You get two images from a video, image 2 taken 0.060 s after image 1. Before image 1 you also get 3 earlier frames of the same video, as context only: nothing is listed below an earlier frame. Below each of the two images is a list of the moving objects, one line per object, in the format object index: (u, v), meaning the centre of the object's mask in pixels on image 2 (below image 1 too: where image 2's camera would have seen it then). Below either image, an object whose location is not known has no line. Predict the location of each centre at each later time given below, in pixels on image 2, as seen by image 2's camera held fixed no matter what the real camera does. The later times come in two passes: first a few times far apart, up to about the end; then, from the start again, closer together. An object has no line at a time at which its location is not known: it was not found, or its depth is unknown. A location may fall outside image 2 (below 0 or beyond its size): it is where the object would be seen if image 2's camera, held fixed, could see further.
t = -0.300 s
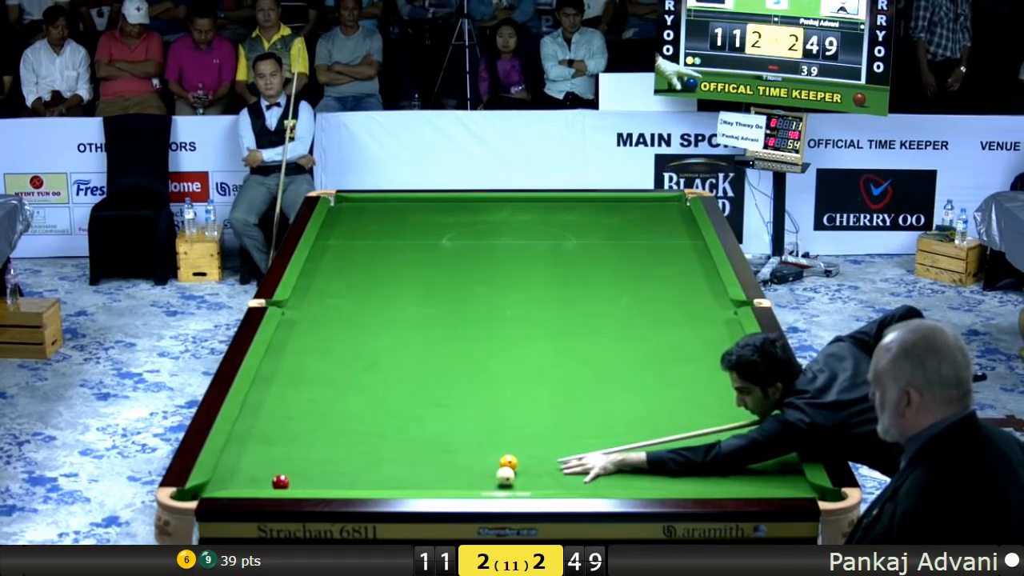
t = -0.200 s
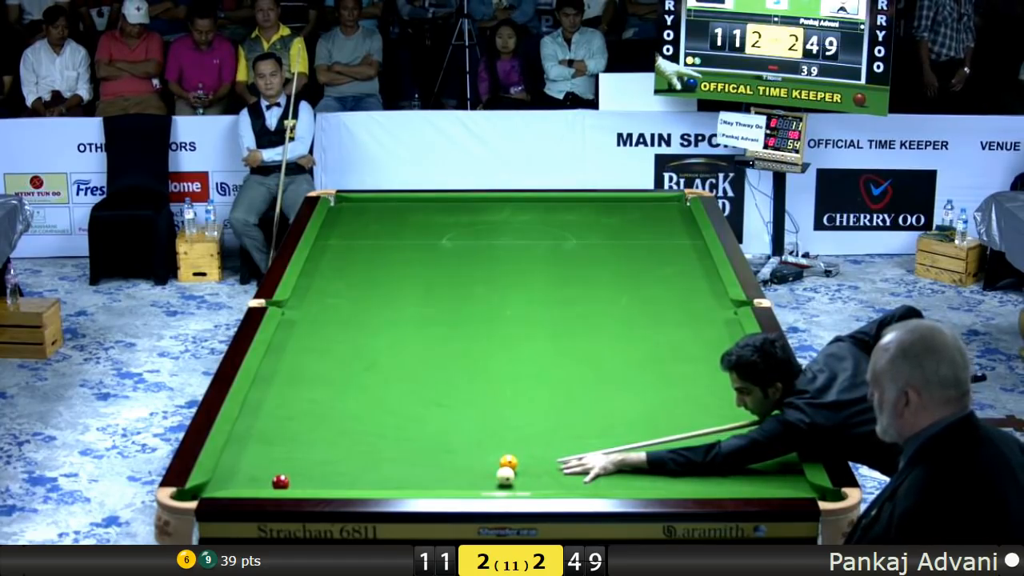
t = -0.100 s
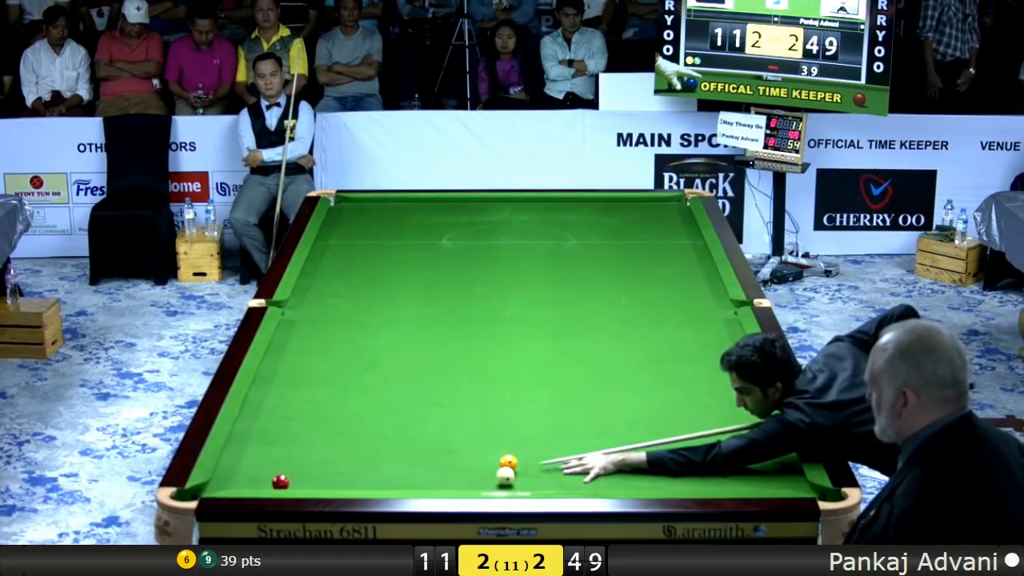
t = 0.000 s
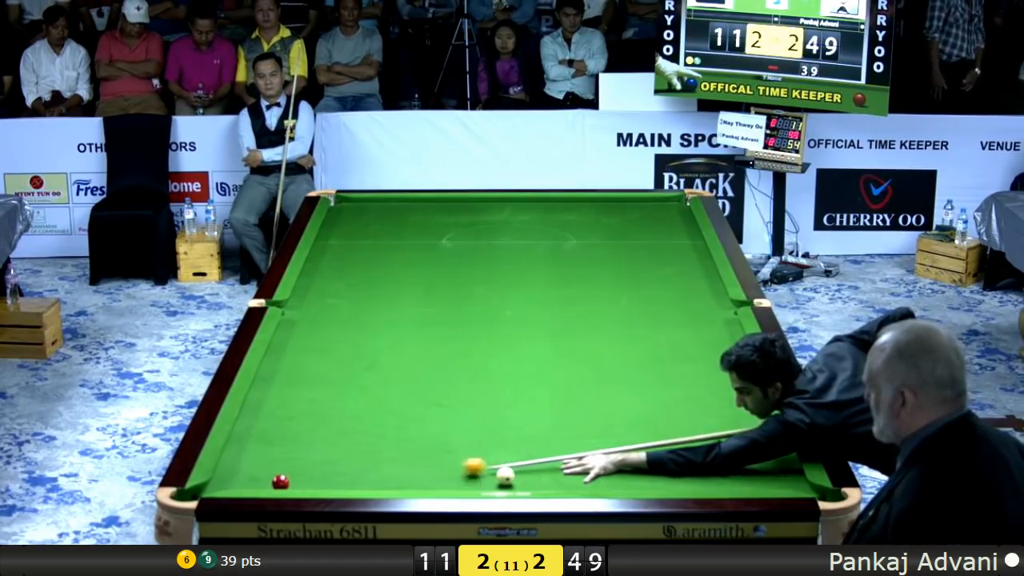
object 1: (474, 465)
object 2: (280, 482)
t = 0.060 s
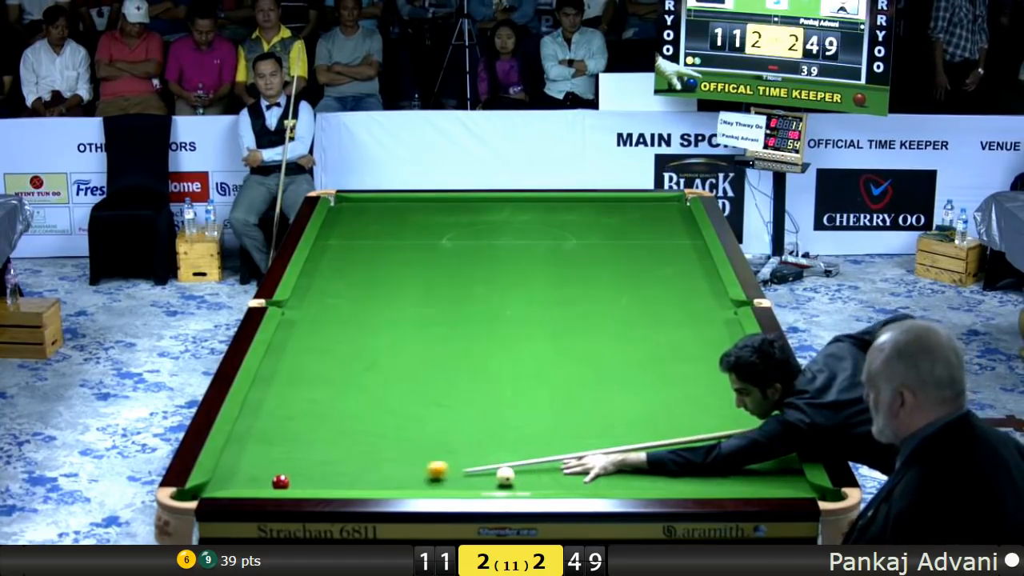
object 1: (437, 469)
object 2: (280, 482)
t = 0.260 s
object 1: (332, 478)
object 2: (280, 482)
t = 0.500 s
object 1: (296, 480)
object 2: (225, 485)
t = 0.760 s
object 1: (294, 480)
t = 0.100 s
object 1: (414, 471)
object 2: (280, 482)
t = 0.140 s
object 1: (391, 473)
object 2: (280, 482)
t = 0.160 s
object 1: (381, 473)
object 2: (280, 482)
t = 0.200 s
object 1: (360, 476)
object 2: (280, 482)
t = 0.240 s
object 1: (341, 477)
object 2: (280, 482)
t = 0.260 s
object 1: (332, 478)
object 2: (280, 482)
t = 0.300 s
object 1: (314, 479)
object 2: (280, 482)
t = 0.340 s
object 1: (298, 480)
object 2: (279, 482)
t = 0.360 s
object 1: (298, 480)
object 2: (271, 482)
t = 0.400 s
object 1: (297, 480)
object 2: (257, 483)
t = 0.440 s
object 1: (296, 480)
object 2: (244, 483)
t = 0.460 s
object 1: (296, 480)
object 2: (237, 484)
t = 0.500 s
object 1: (296, 480)
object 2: (225, 485)
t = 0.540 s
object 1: (295, 480)
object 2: (214, 486)
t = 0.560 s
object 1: (295, 480)
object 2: (208, 488)
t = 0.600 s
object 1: (295, 480)
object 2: (197, 493)
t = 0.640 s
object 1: (295, 480)
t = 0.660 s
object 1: (295, 480)
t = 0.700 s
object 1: (294, 480)
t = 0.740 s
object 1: (294, 480)
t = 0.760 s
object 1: (294, 480)
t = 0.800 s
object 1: (294, 480)
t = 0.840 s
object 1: (293, 480)
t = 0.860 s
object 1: (293, 480)
